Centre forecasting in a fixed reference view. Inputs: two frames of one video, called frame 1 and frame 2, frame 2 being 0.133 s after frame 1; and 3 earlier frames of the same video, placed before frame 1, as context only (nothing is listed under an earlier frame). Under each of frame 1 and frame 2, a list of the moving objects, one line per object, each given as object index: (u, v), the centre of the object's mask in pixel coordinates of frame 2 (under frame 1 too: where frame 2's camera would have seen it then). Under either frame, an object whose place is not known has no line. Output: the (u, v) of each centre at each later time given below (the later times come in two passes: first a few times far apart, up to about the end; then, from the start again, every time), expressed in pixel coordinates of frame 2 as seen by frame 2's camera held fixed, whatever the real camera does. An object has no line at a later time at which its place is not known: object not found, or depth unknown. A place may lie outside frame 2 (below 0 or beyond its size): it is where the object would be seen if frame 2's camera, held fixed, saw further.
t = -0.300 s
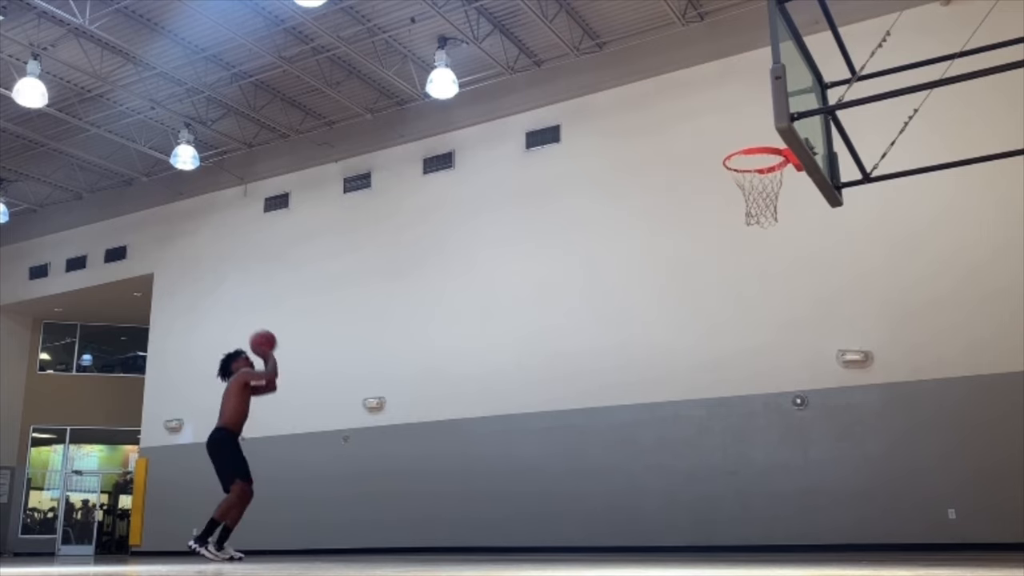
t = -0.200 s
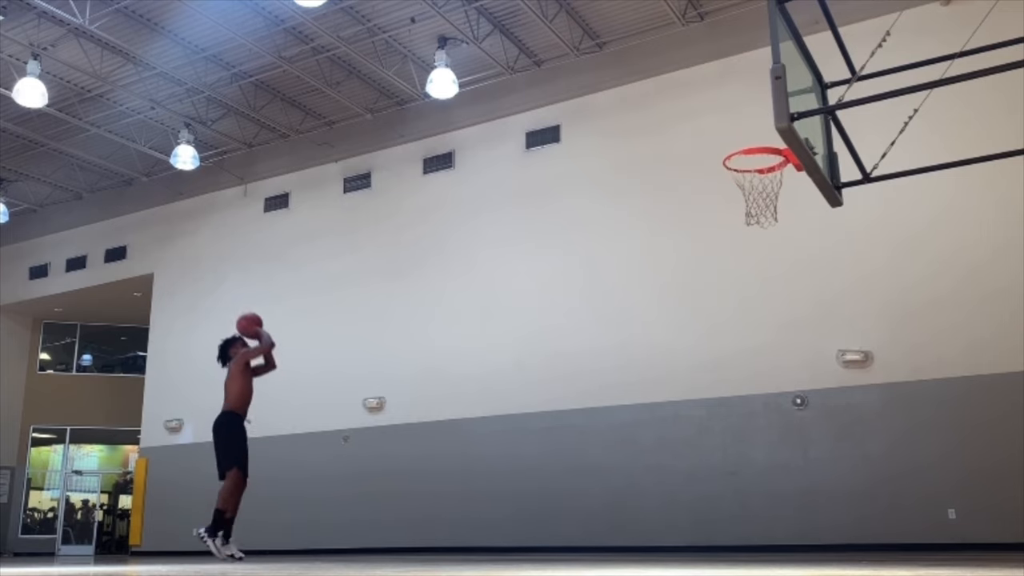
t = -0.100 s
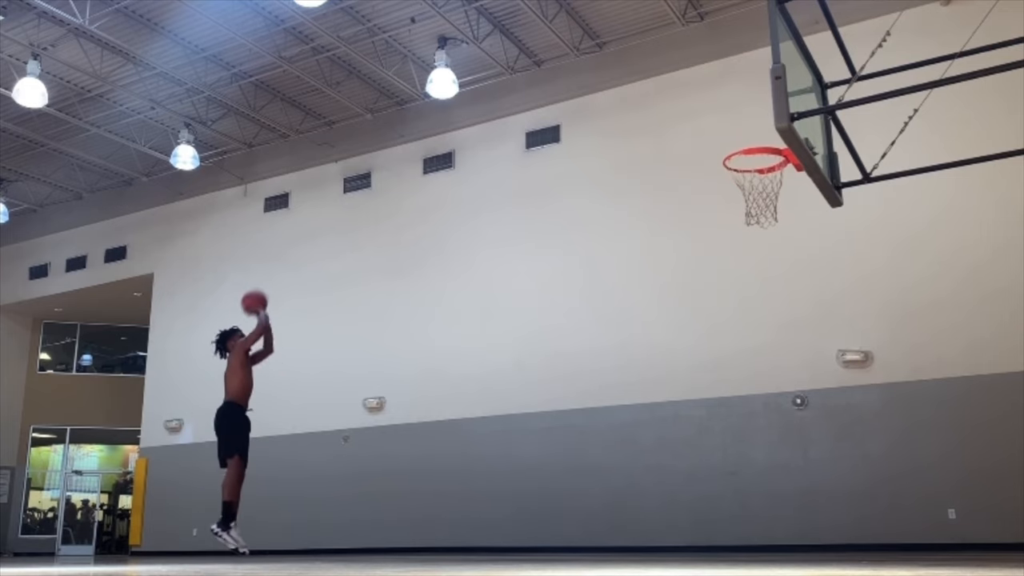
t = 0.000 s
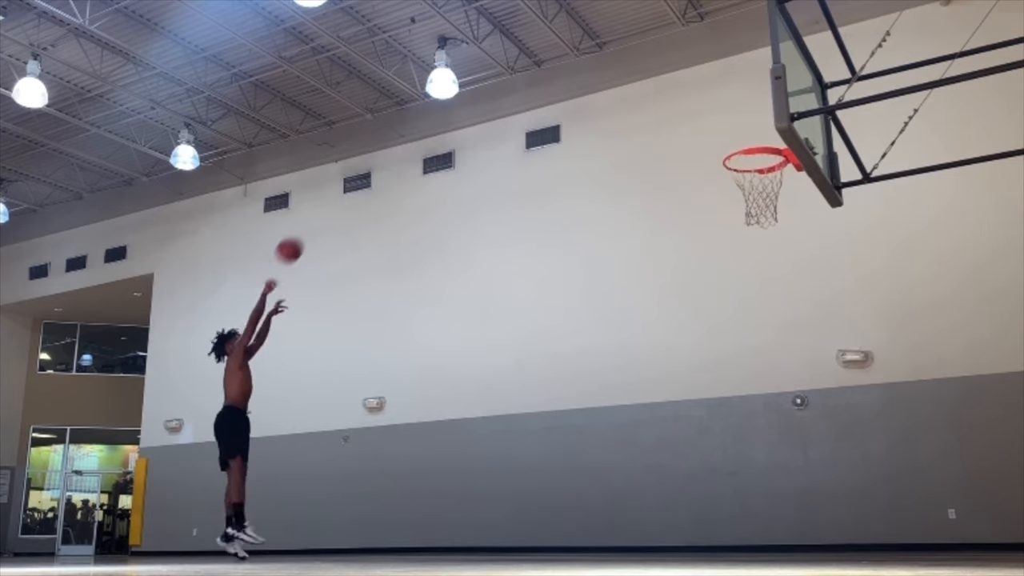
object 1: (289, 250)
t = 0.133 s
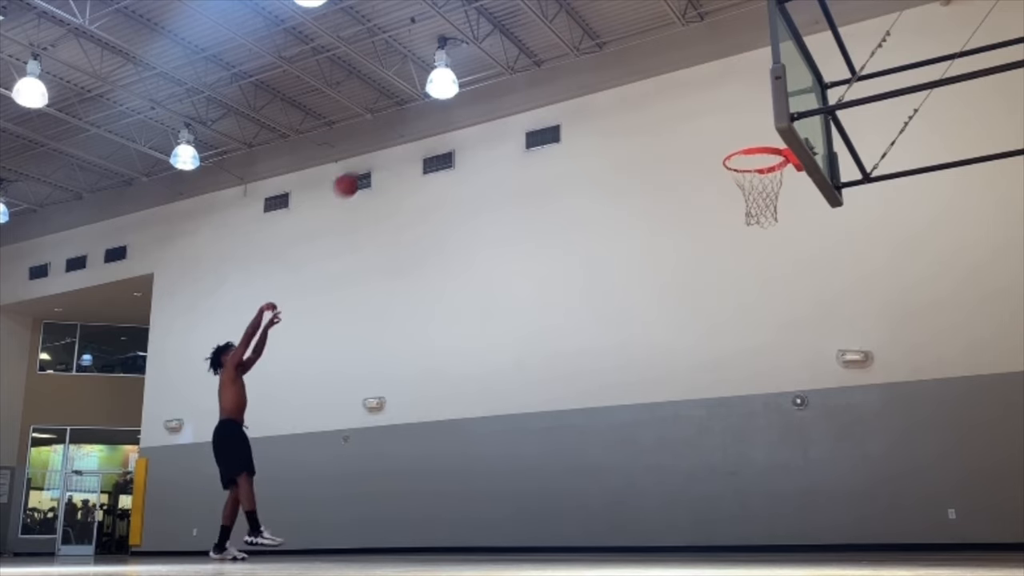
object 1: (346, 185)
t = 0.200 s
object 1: (375, 158)
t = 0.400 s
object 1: (461, 102)
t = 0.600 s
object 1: (552, 82)
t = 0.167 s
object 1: (361, 170)
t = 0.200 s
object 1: (375, 158)
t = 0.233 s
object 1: (389, 146)
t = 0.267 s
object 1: (403, 135)
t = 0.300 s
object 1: (418, 125)
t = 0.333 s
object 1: (433, 116)
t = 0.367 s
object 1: (448, 109)
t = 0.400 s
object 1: (461, 102)
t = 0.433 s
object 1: (476, 96)
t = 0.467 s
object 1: (490, 91)
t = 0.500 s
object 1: (505, 87)
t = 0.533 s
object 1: (521, 84)
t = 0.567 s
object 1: (537, 83)
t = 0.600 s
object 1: (552, 82)
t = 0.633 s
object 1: (567, 82)
